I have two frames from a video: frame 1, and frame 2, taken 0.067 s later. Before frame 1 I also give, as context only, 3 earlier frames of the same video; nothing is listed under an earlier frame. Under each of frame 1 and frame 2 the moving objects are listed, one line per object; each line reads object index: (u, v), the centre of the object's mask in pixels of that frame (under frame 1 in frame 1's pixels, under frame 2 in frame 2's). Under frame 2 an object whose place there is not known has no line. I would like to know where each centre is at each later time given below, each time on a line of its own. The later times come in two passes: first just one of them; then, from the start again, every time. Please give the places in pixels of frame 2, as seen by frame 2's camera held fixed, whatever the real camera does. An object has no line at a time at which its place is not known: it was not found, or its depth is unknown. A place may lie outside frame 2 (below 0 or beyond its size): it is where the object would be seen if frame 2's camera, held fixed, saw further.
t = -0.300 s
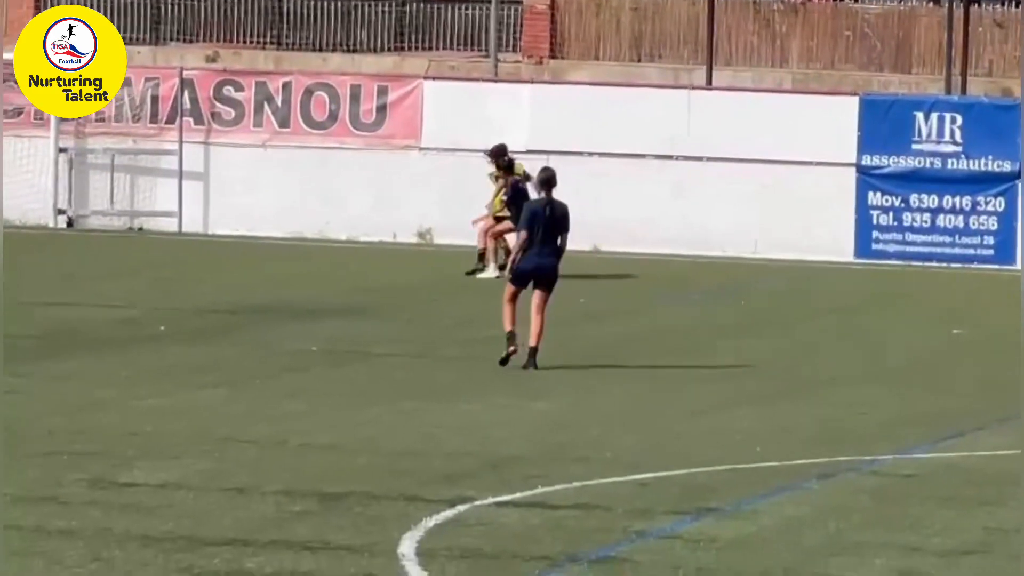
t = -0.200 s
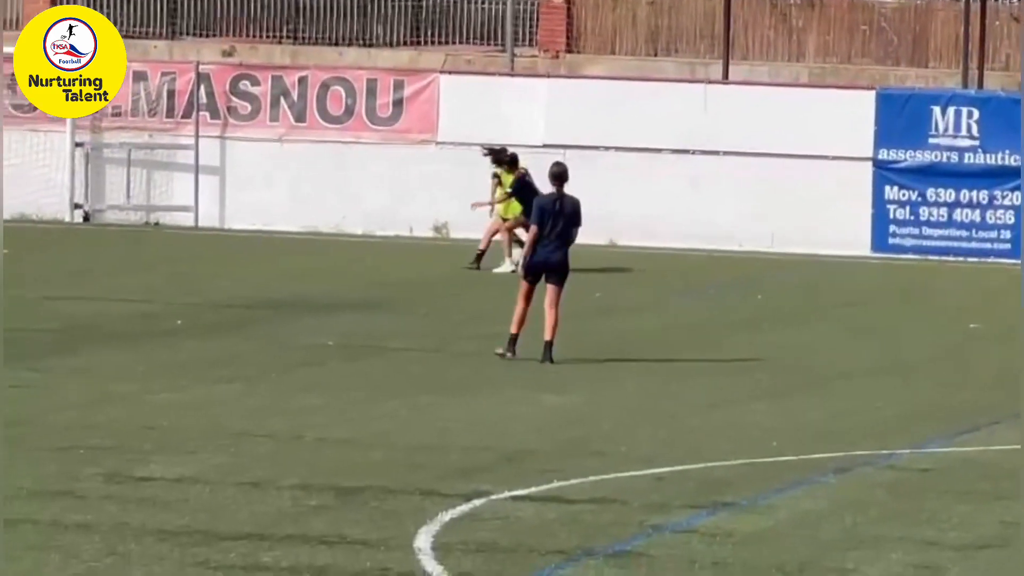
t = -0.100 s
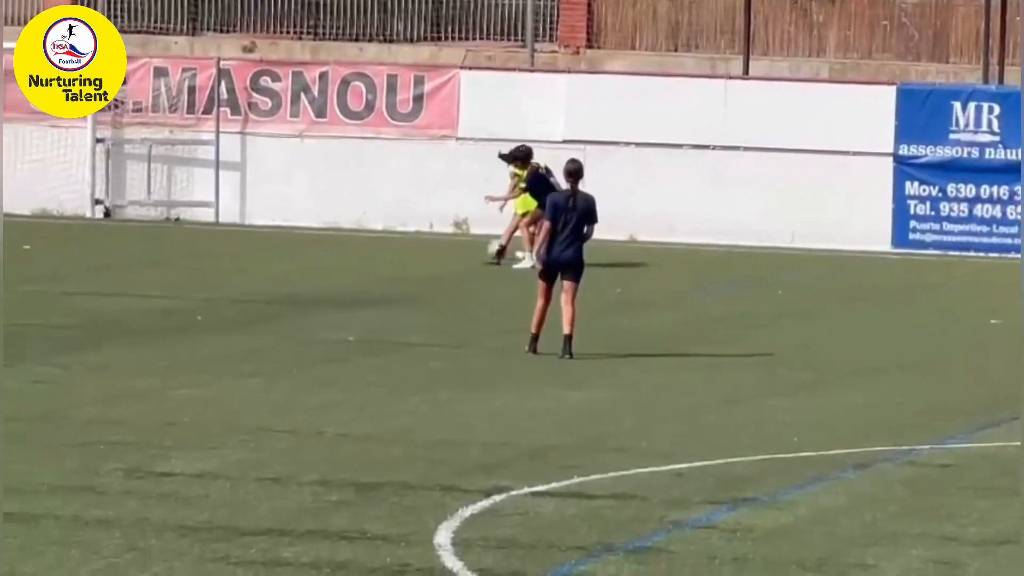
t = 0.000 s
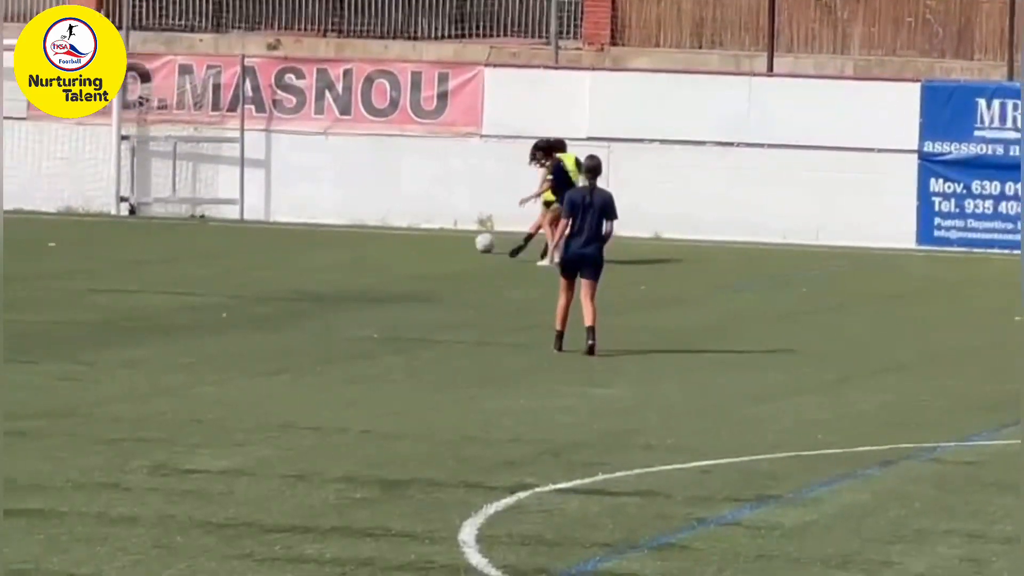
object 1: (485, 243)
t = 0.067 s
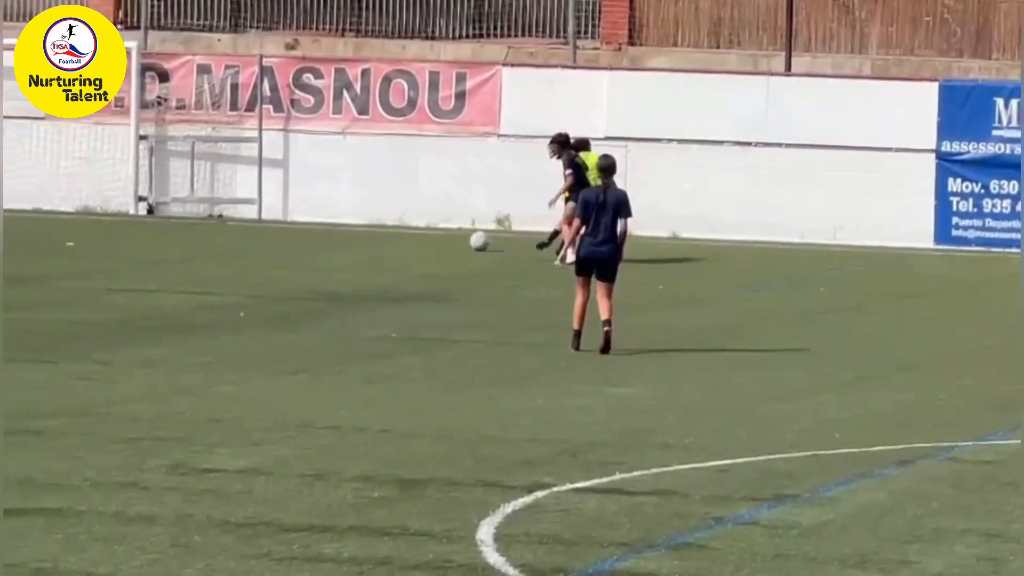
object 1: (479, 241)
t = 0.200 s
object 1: (449, 236)
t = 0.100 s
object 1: (472, 239)
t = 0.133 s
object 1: (463, 239)
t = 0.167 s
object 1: (455, 238)
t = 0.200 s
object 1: (449, 236)
